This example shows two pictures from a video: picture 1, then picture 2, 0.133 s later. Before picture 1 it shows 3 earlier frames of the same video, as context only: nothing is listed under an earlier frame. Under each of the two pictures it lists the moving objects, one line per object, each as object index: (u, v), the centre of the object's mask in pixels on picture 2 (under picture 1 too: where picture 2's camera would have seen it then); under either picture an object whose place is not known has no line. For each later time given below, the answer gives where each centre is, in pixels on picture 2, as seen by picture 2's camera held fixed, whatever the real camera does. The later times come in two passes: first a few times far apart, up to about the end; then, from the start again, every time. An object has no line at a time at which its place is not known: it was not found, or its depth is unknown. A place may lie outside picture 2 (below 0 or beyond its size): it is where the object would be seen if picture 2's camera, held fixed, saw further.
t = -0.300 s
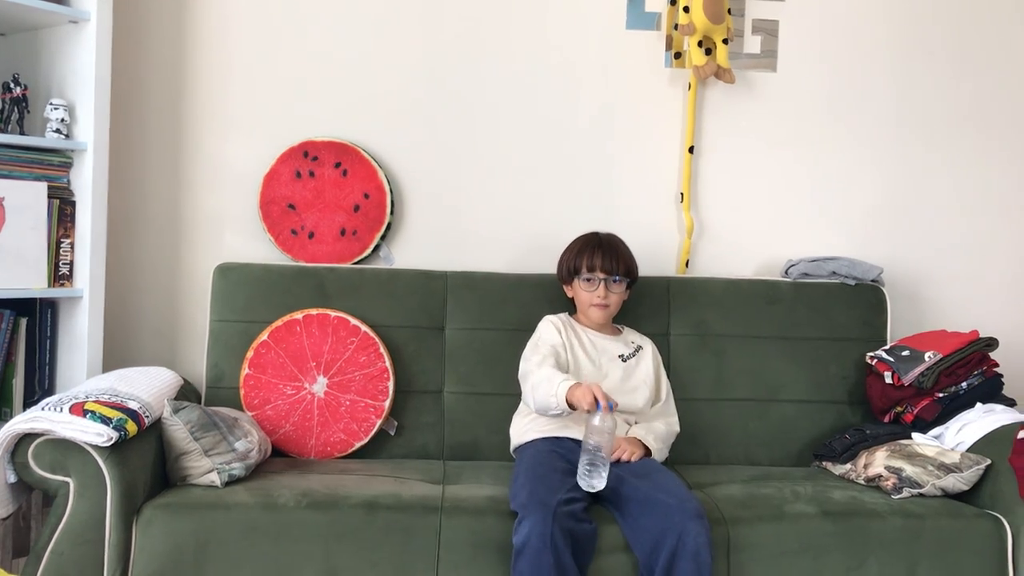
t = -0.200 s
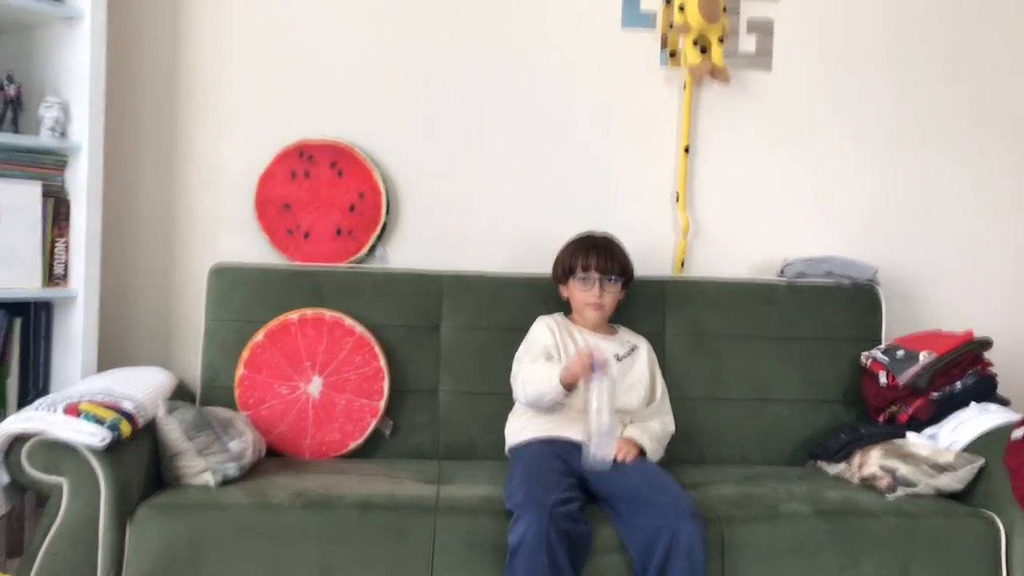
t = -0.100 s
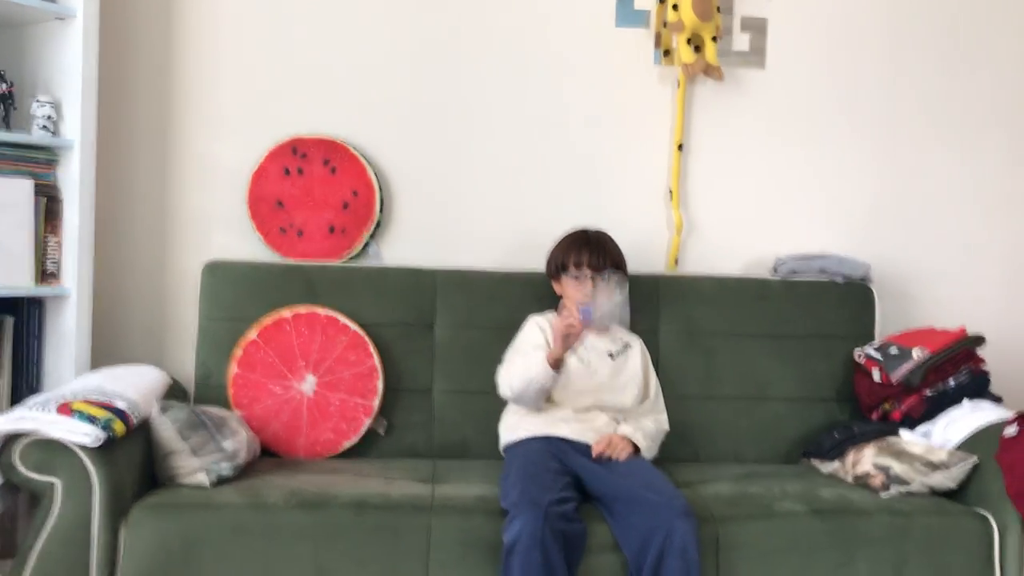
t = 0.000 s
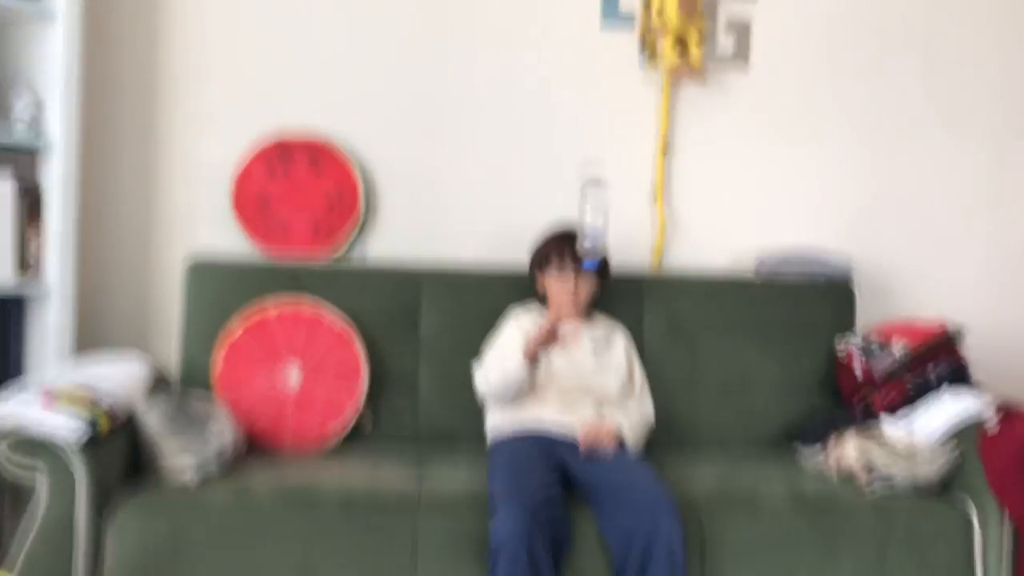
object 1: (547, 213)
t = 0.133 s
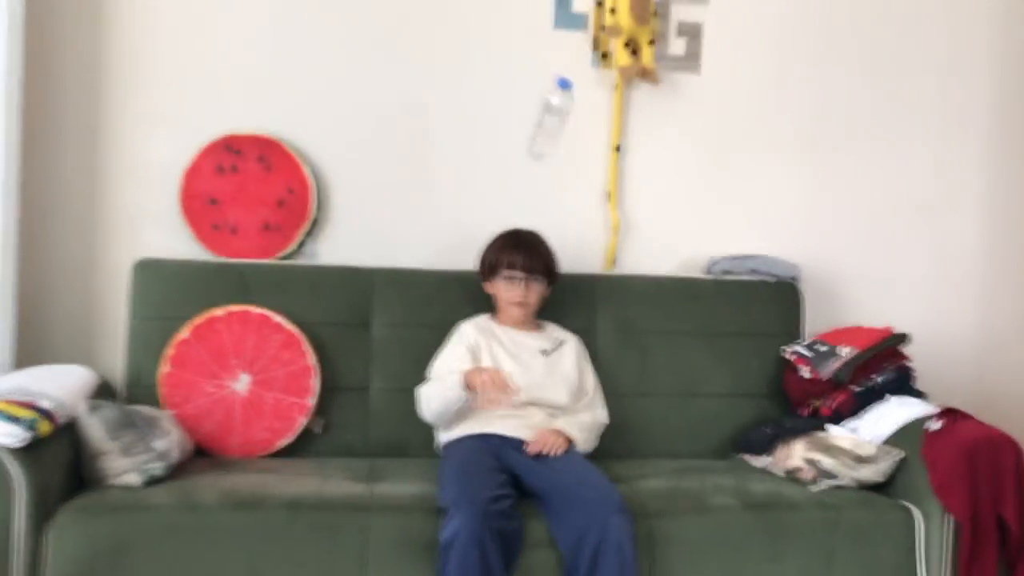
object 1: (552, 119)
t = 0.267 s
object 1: (539, 146)
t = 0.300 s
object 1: (534, 161)
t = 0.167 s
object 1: (546, 115)
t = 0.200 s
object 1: (543, 117)
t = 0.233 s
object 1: (537, 129)
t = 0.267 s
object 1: (539, 146)
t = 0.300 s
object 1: (534, 161)
